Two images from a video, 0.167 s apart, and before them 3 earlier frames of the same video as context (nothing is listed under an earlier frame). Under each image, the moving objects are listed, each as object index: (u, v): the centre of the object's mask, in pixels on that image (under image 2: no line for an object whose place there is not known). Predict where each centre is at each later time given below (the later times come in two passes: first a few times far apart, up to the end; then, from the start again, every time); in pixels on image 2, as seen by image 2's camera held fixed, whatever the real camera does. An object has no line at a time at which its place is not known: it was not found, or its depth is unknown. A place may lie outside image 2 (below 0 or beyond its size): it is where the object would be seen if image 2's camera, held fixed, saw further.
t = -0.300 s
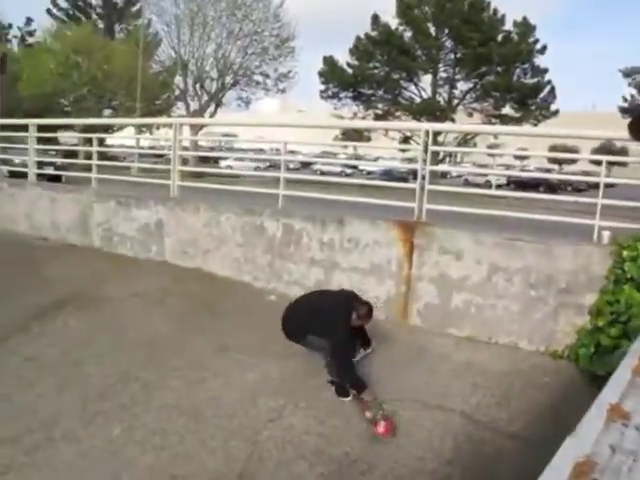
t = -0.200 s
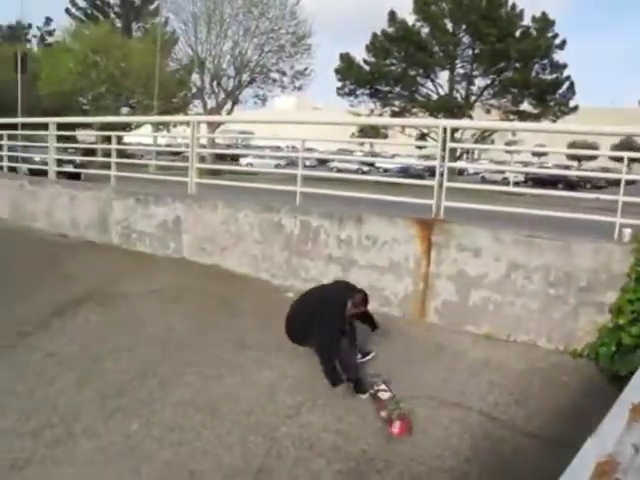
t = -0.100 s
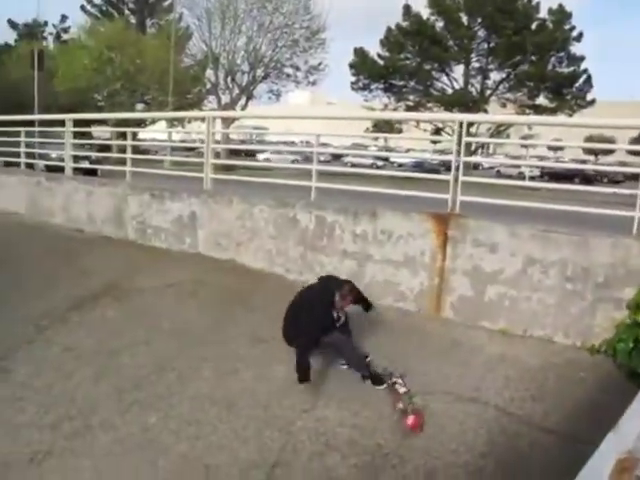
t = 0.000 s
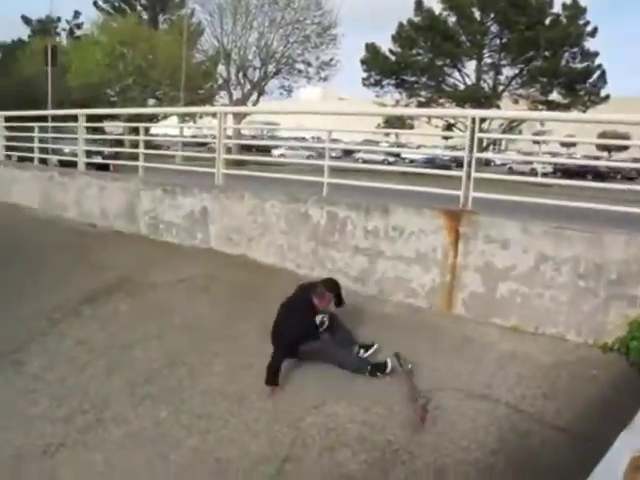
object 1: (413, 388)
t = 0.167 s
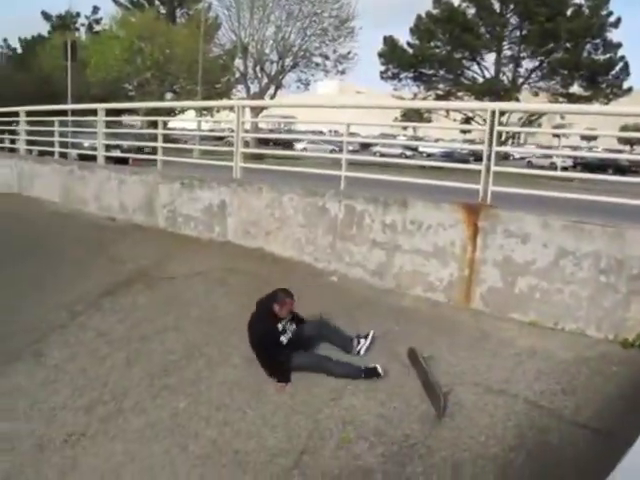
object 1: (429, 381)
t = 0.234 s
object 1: (426, 382)
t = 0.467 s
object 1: (423, 387)
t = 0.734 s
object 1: (407, 393)
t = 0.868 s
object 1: (397, 396)
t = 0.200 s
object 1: (428, 381)
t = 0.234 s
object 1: (426, 382)
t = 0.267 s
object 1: (427, 383)
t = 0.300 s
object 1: (427, 382)
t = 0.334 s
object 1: (426, 383)
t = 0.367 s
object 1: (426, 384)
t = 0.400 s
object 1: (425, 385)
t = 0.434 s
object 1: (424, 386)
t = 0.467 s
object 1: (423, 387)
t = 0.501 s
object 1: (422, 387)
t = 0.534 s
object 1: (421, 391)
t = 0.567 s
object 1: (415, 393)
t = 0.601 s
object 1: (414, 396)
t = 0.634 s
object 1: (413, 396)
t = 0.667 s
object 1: (411, 395)
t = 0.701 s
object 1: (408, 393)
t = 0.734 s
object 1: (407, 393)
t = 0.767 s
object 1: (405, 394)
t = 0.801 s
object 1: (403, 394)
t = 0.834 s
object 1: (400, 396)
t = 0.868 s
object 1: (397, 396)
